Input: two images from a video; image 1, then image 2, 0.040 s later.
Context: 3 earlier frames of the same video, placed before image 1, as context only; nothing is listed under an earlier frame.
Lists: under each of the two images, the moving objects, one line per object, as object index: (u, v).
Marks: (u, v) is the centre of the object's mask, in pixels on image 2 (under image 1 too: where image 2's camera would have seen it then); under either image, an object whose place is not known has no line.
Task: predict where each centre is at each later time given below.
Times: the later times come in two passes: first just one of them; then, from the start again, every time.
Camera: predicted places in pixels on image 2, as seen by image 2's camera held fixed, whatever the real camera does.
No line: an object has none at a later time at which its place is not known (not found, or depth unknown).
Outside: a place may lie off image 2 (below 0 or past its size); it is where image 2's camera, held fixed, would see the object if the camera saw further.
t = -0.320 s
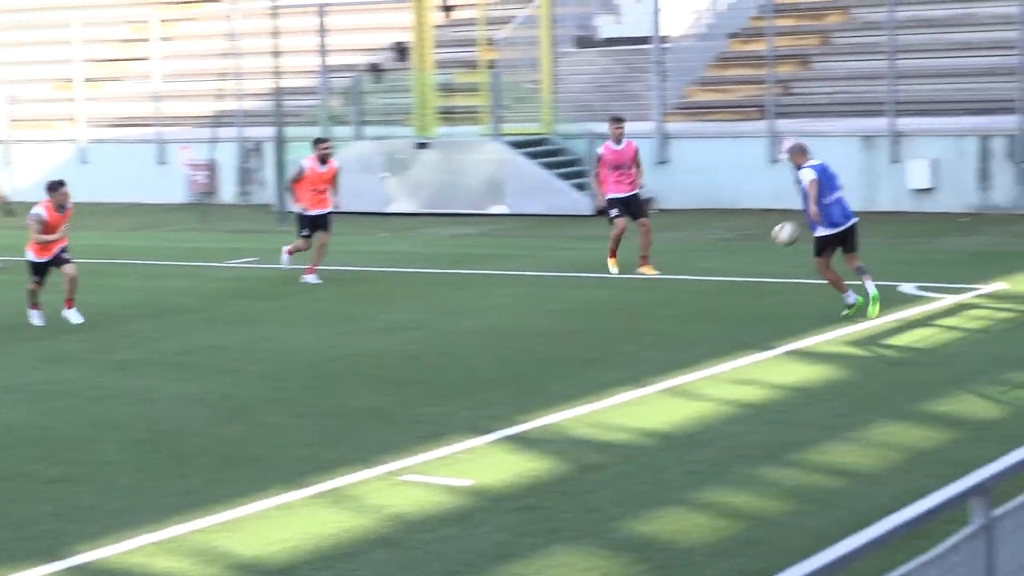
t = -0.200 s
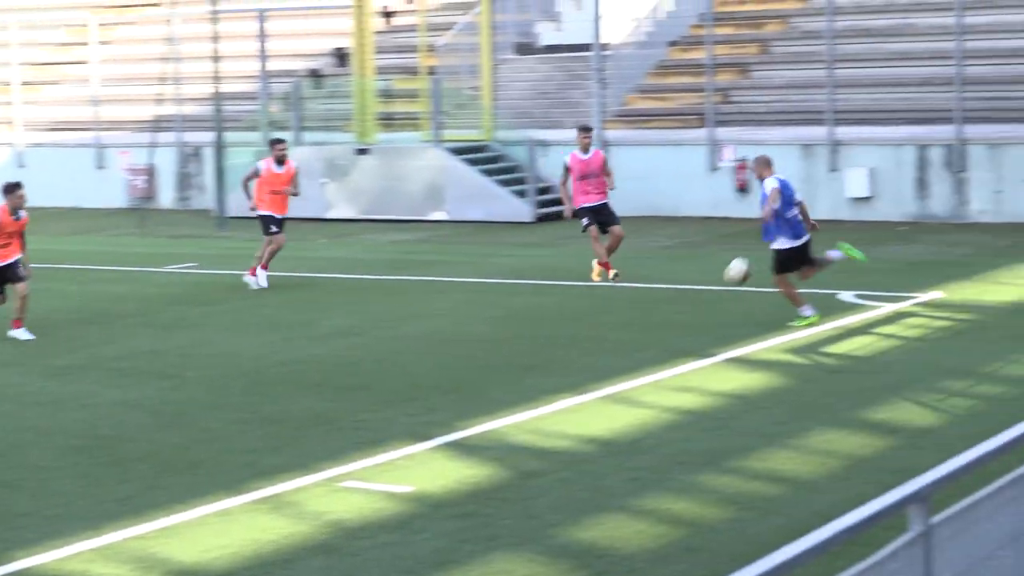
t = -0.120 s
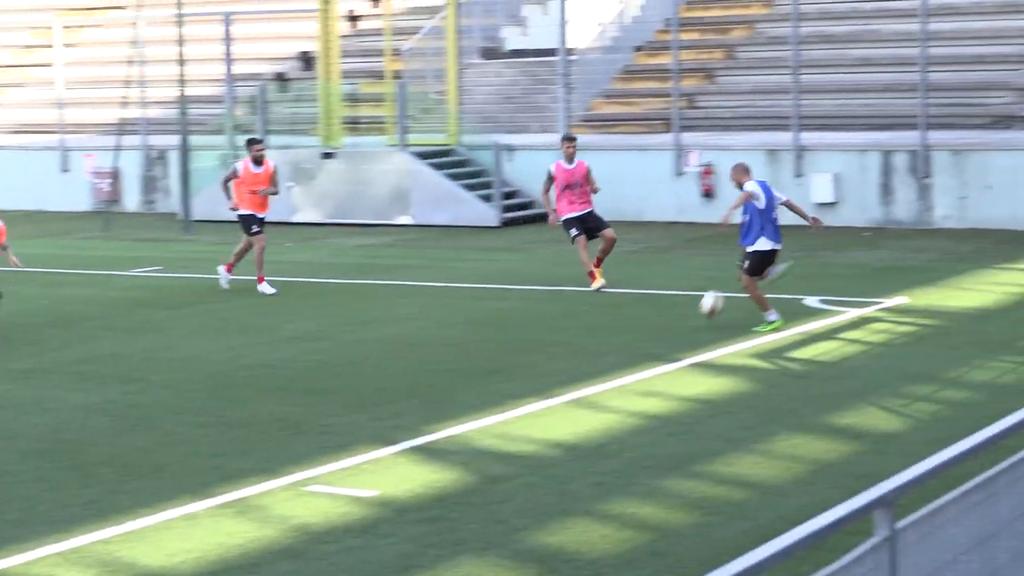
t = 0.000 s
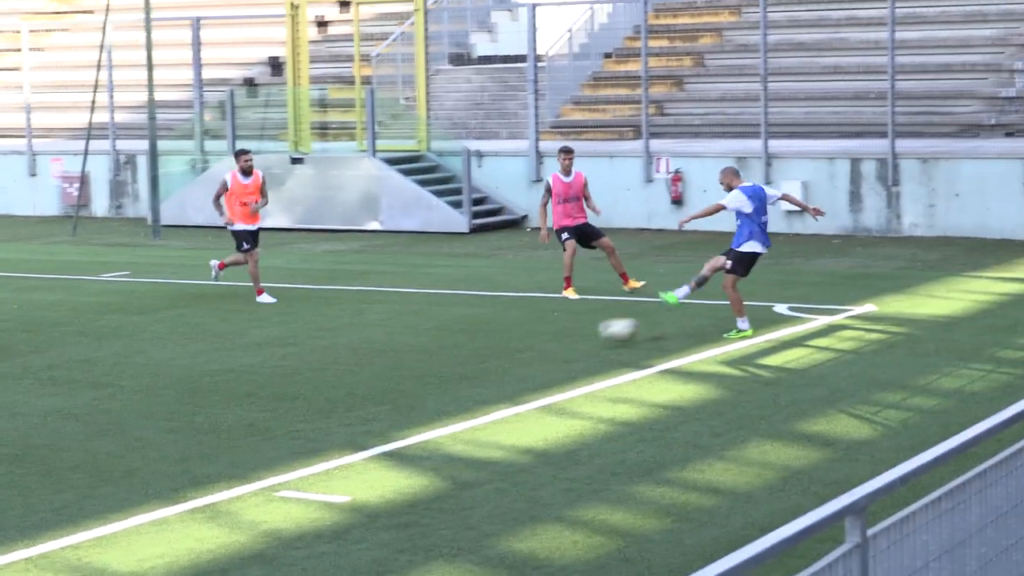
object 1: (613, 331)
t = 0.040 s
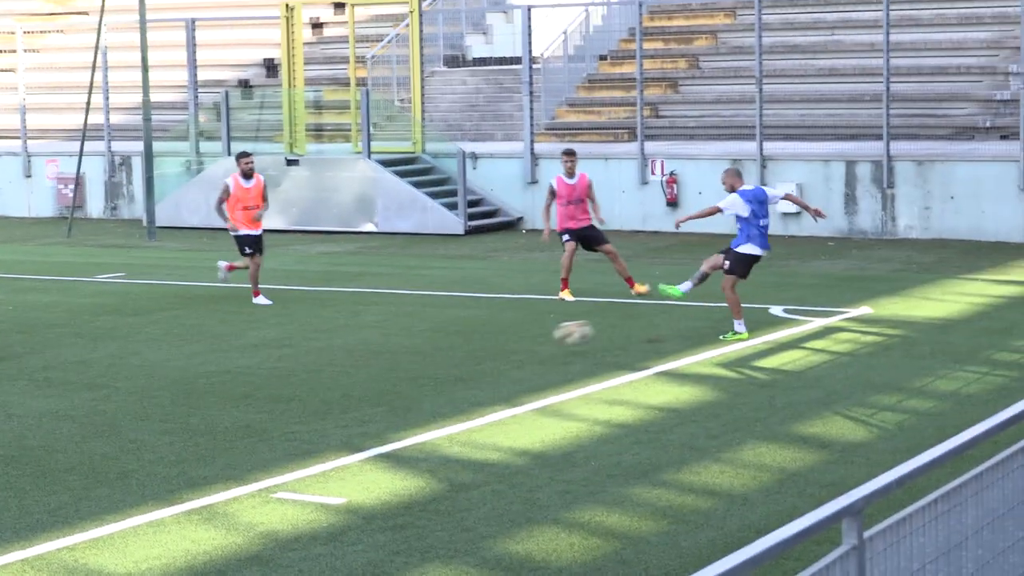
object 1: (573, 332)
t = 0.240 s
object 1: (350, 381)
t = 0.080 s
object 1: (532, 337)
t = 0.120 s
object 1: (488, 343)
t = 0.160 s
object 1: (442, 353)
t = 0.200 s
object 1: (397, 364)
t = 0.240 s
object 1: (350, 381)
